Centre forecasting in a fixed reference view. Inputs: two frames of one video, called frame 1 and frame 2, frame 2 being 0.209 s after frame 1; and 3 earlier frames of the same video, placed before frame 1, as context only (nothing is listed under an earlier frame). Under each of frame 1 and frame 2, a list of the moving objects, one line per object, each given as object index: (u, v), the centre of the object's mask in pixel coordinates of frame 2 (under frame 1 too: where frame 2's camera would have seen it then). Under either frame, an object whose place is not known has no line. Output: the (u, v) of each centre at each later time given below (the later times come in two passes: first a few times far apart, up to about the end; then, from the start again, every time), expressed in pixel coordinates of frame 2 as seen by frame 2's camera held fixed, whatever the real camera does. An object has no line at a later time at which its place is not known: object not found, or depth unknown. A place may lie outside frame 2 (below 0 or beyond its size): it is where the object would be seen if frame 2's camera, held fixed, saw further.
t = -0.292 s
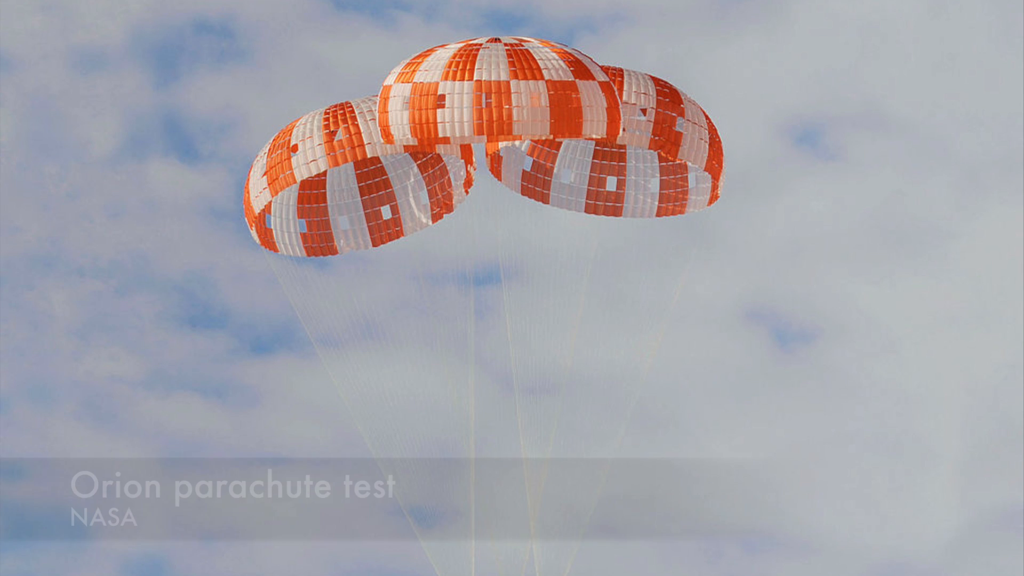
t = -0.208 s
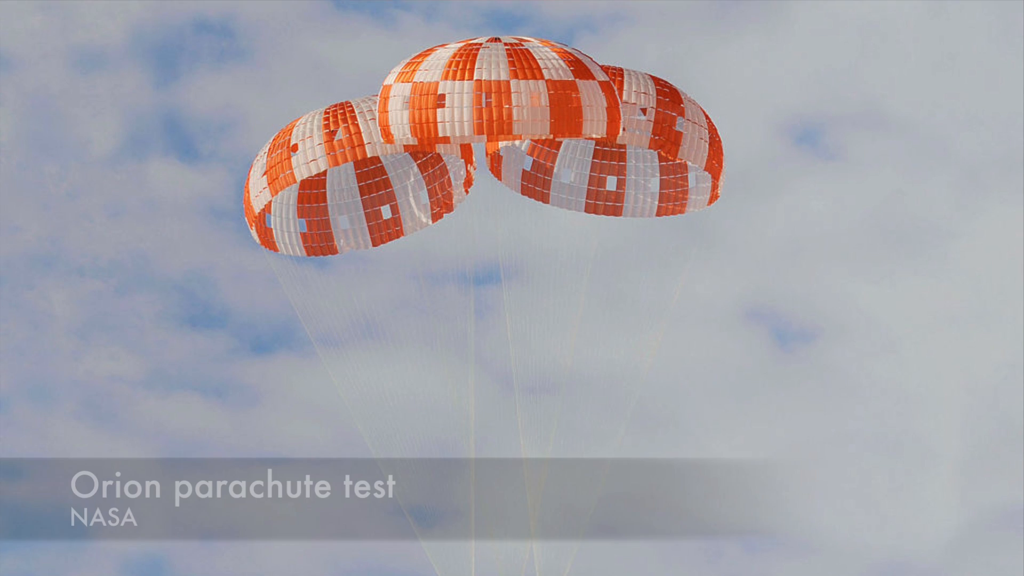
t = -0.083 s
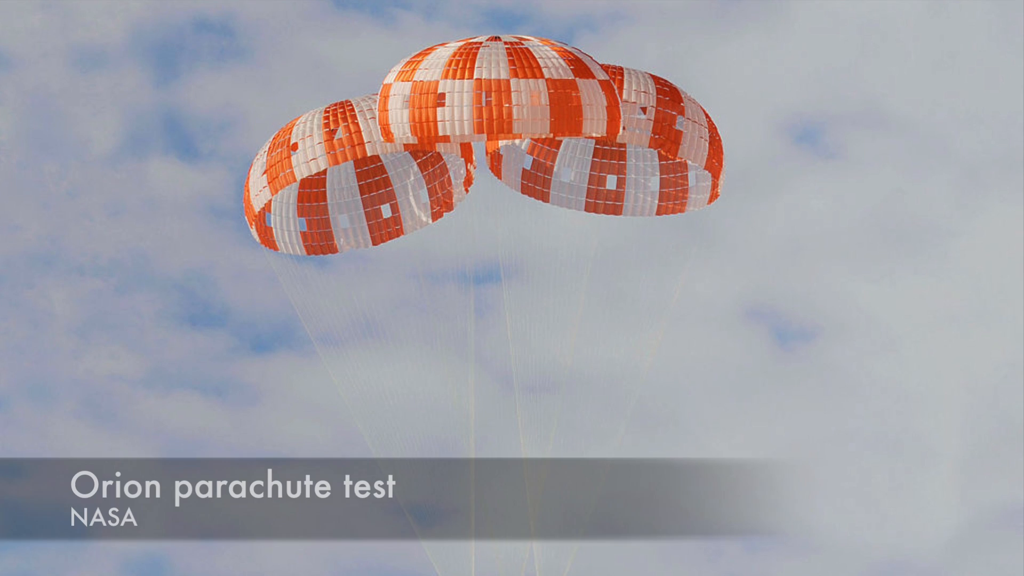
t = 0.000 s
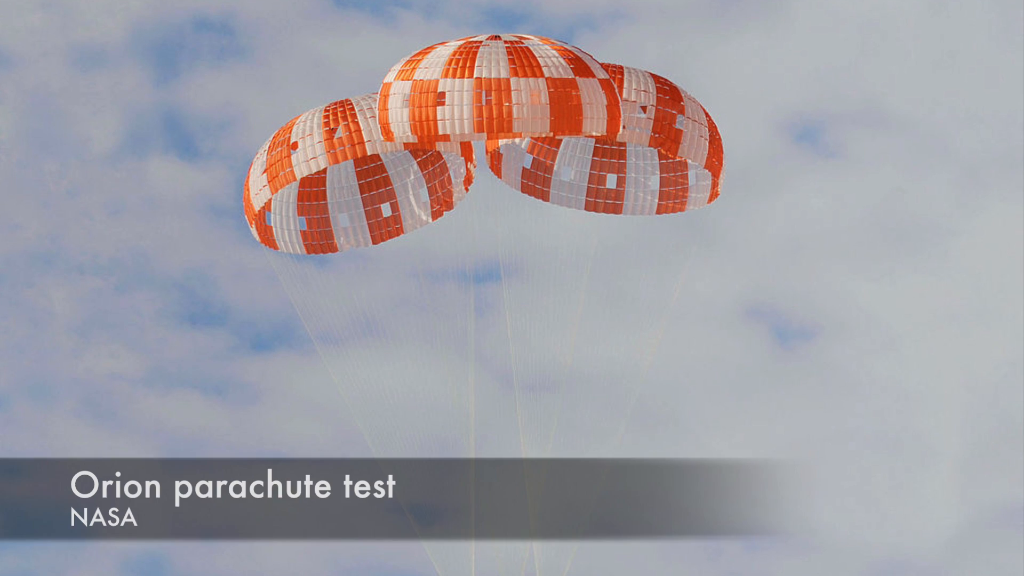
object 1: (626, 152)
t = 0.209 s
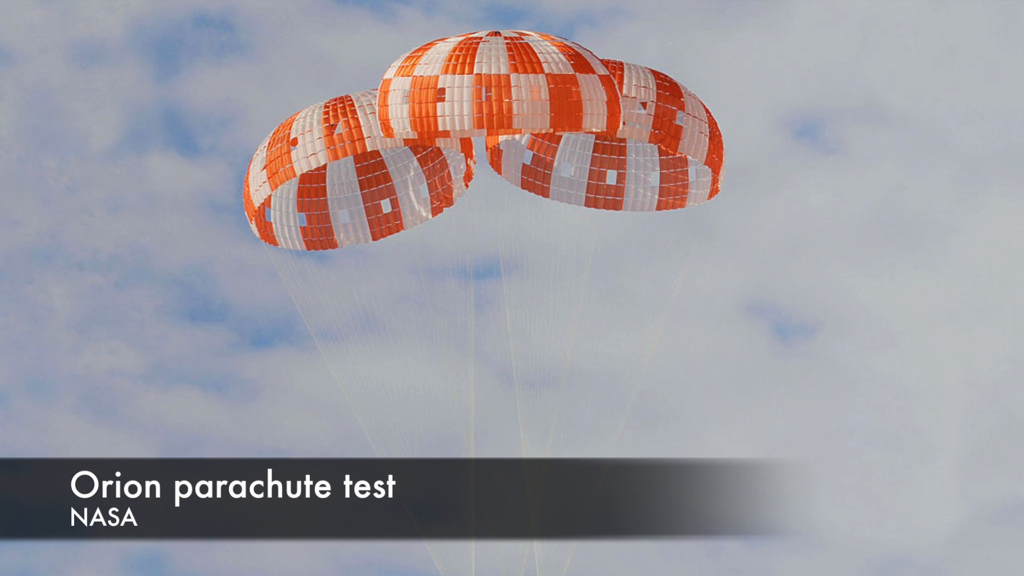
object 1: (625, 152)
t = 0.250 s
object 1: (626, 152)
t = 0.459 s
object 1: (625, 152)
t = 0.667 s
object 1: (625, 153)
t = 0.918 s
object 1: (624, 154)
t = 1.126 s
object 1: (624, 154)
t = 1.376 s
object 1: (624, 155)
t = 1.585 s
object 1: (623, 158)
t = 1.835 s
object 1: (622, 162)
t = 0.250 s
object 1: (626, 152)
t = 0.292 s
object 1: (625, 152)
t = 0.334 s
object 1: (625, 152)
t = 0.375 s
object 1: (625, 152)
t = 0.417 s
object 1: (625, 152)
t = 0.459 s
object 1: (625, 152)
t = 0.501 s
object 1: (625, 152)
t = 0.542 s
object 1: (625, 153)
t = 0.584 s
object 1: (625, 153)
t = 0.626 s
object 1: (625, 153)
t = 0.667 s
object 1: (625, 153)
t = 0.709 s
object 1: (625, 153)
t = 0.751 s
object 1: (625, 153)
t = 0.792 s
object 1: (625, 153)
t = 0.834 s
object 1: (625, 153)
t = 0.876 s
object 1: (624, 154)
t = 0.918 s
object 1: (624, 154)
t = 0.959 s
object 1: (624, 154)
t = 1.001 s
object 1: (624, 154)
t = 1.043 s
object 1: (624, 154)
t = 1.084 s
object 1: (624, 155)
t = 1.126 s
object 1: (624, 154)
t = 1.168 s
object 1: (624, 154)
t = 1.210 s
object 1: (624, 155)
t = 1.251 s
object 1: (624, 155)
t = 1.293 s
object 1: (624, 155)
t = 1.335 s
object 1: (623, 155)
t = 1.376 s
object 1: (624, 155)
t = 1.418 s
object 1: (623, 156)
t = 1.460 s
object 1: (623, 156)
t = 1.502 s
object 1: (623, 156)
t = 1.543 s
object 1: (623, 157)
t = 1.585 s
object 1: (623, 158)
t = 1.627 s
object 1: (623, 158)
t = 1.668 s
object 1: (623, 159)
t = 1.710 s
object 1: (622, 160)
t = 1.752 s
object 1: (622, 161)
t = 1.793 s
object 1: (622, 161)
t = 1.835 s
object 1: (622, 162)
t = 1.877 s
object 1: (621, 163)
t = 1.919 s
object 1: (621, 164)
